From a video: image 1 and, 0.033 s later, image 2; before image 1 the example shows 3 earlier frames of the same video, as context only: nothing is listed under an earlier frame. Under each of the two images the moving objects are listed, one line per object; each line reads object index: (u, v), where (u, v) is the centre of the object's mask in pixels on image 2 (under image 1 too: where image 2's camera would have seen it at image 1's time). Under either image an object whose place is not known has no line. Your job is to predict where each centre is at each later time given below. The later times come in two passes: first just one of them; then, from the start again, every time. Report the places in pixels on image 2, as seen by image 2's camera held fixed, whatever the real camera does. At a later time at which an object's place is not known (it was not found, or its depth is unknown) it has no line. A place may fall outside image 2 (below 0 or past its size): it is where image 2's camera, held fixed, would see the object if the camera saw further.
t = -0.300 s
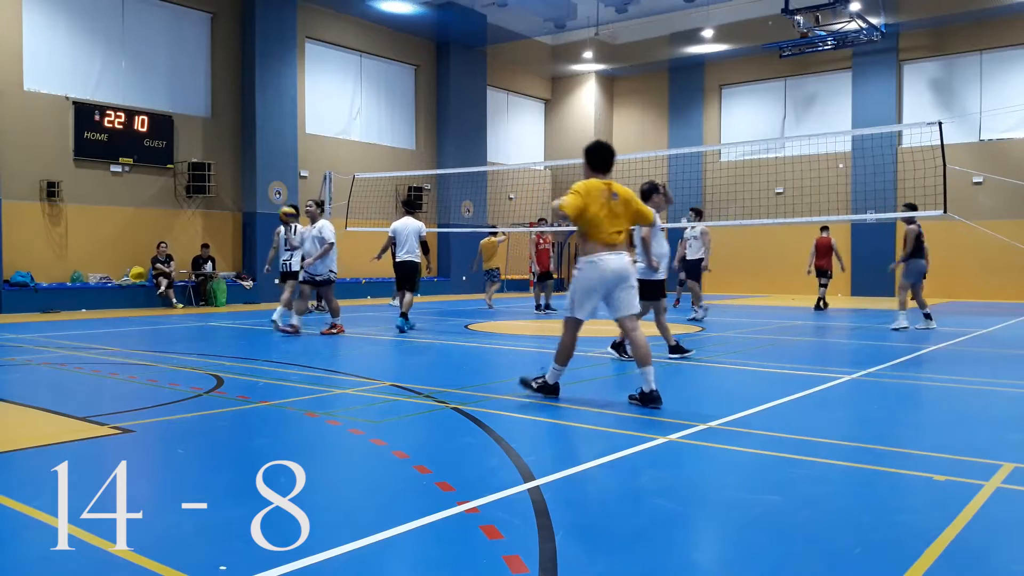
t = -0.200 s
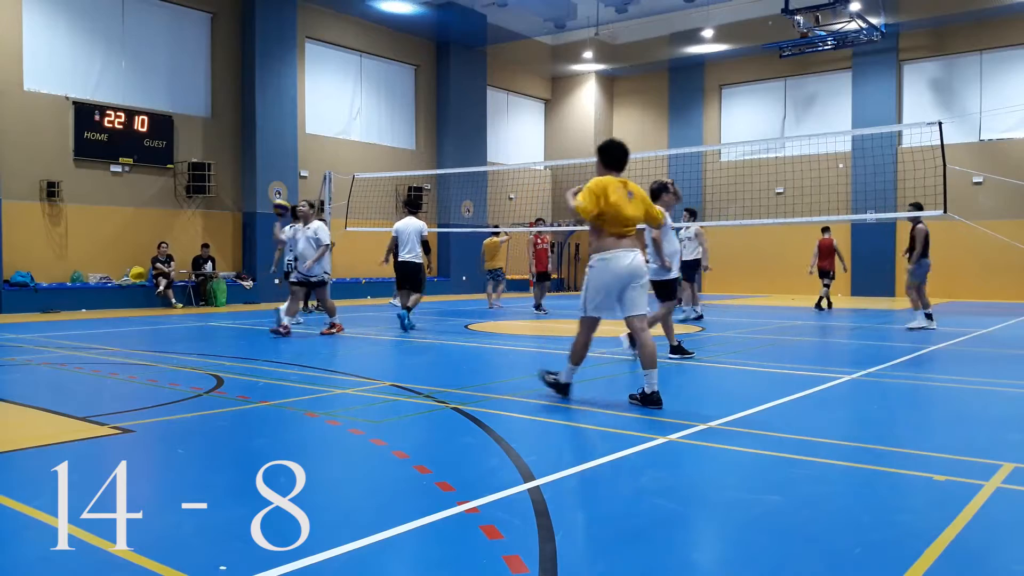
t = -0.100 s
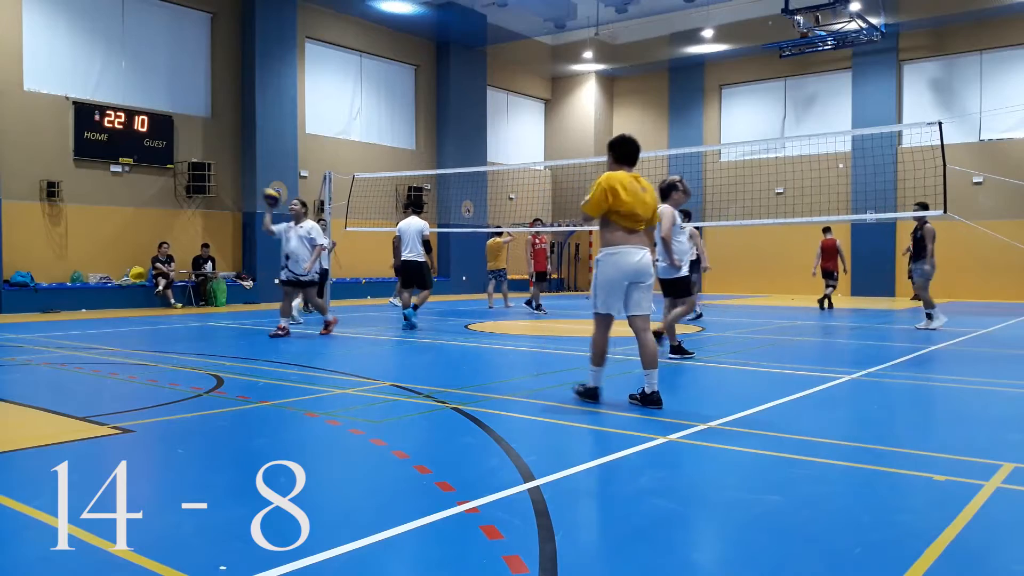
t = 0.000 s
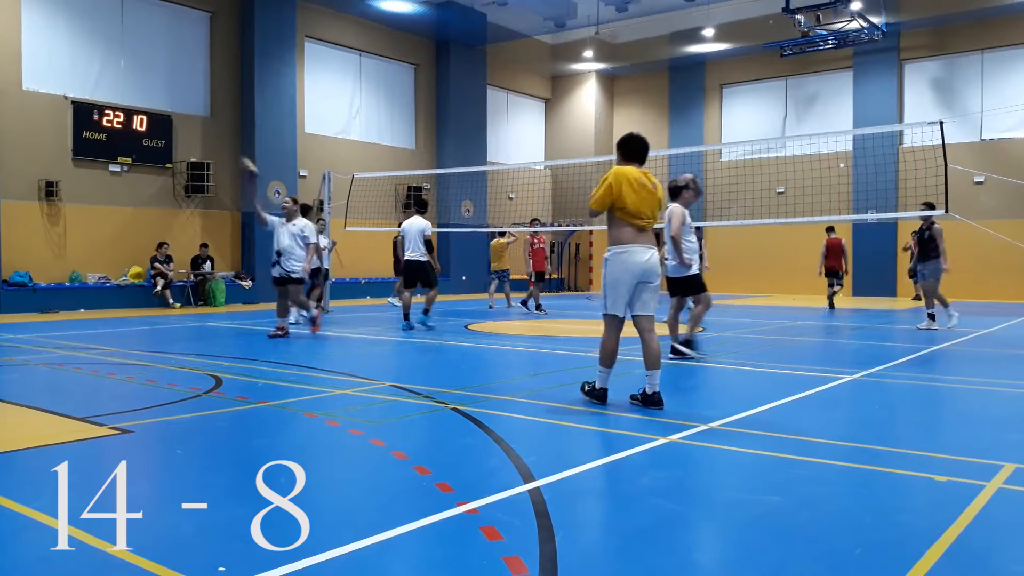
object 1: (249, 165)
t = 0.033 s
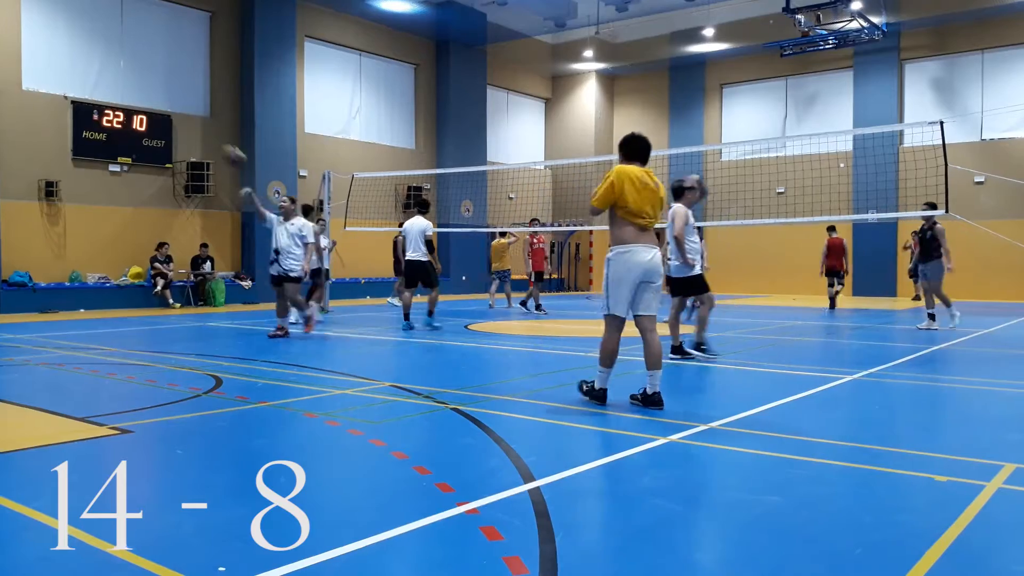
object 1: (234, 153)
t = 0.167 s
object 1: (176, 107)
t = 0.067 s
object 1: (220, 141)
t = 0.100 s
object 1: (208, 130)
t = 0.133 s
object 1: (193, 119)
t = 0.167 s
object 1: (176, 107)
